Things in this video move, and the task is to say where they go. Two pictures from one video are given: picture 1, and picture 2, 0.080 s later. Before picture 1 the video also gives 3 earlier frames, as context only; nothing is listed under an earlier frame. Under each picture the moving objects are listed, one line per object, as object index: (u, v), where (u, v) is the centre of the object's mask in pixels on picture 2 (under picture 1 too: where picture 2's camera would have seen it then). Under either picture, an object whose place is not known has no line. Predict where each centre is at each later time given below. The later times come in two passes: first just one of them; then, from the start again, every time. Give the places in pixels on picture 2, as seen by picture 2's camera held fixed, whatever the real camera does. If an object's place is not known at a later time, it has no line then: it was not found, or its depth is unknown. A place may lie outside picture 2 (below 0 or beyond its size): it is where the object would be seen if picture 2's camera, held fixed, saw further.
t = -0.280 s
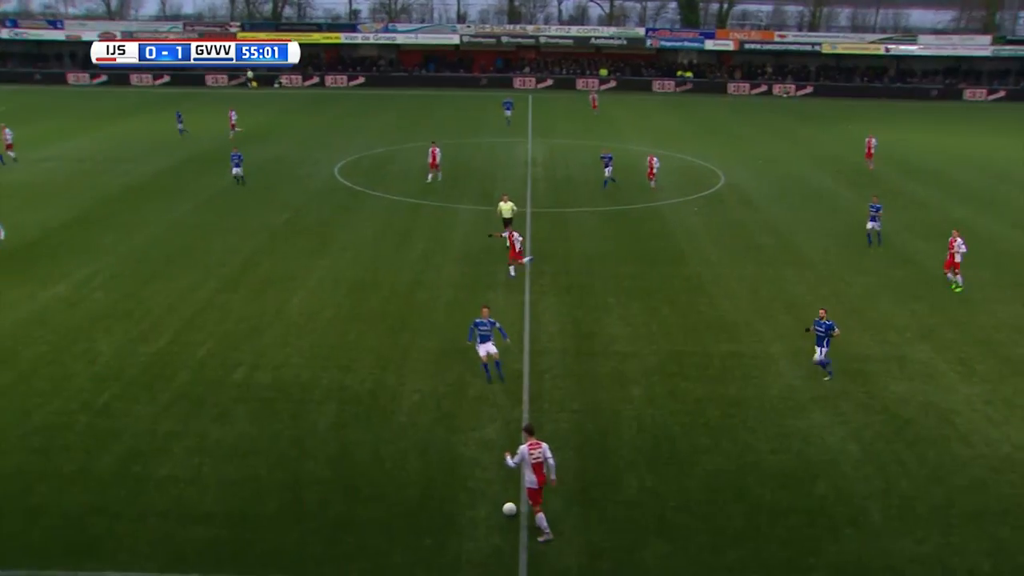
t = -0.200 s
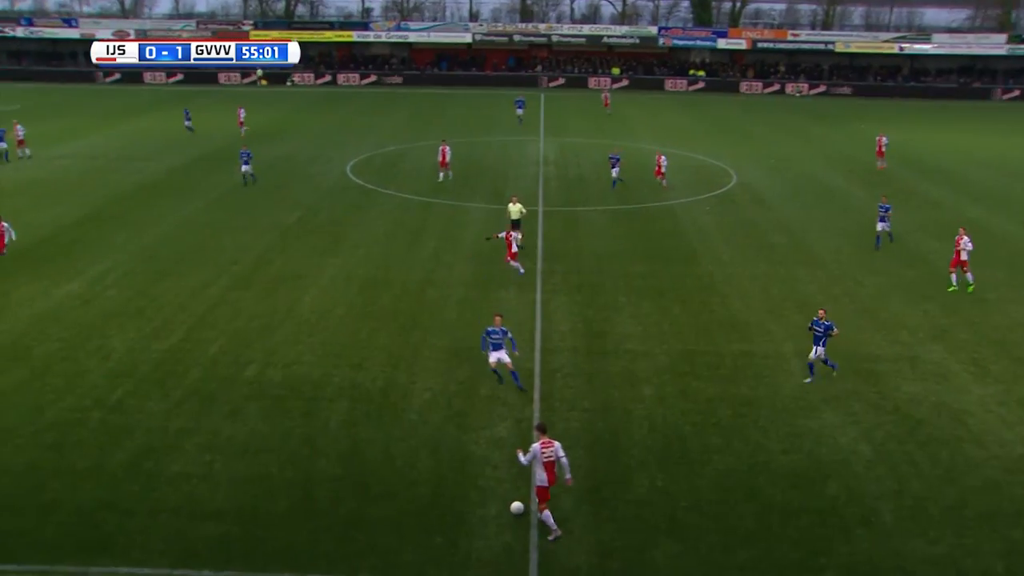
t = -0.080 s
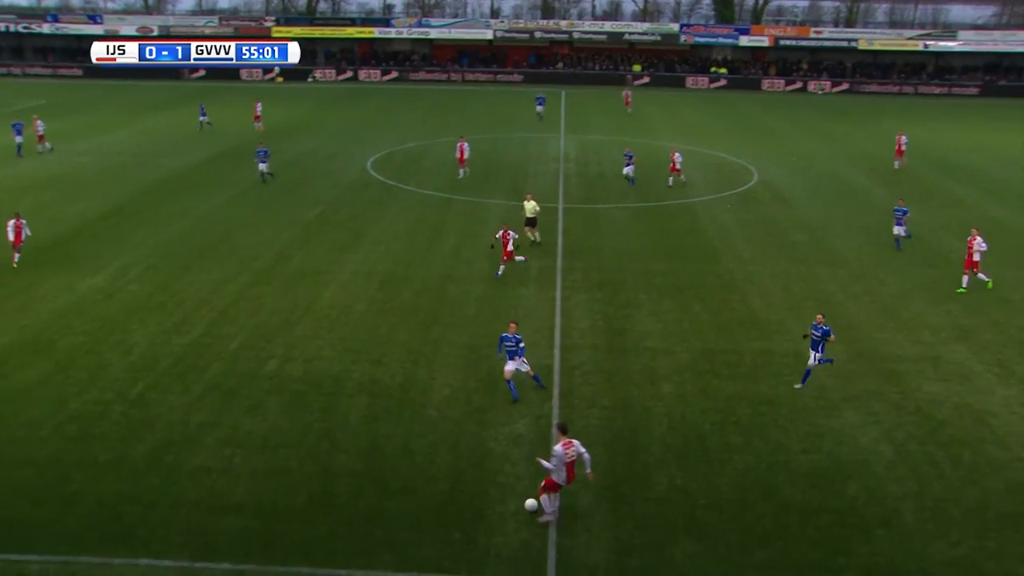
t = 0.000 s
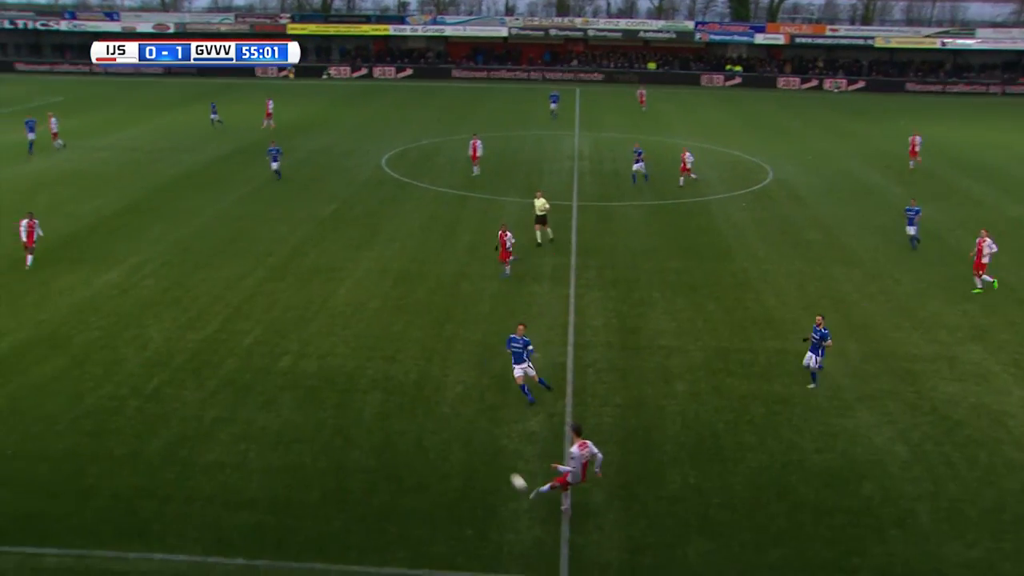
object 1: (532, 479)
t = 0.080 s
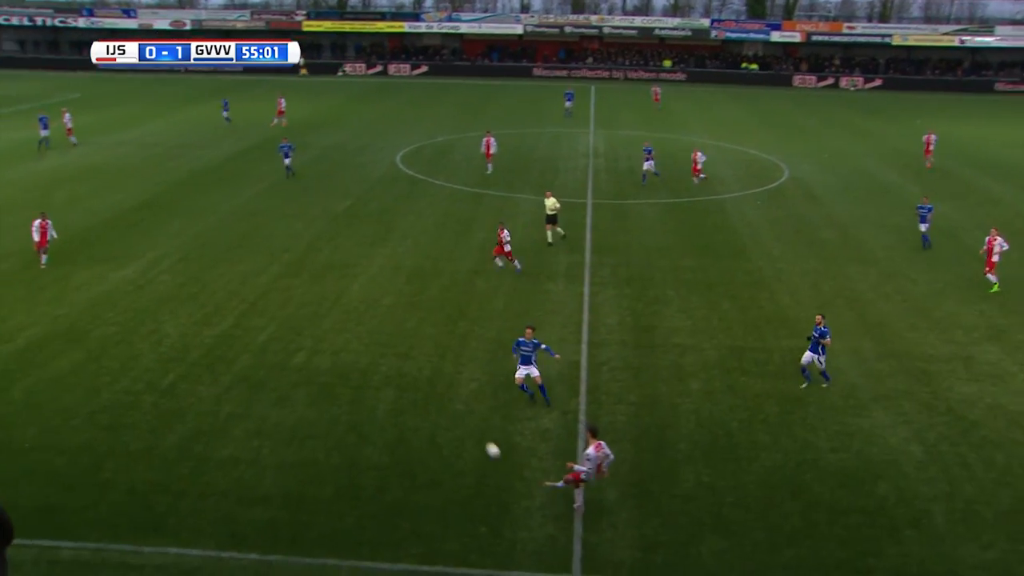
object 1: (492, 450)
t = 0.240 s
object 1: (433, 403)
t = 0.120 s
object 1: (475, 437)
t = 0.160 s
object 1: (460, 425)
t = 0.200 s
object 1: (446, 413)
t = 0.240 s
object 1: (433, 403)
